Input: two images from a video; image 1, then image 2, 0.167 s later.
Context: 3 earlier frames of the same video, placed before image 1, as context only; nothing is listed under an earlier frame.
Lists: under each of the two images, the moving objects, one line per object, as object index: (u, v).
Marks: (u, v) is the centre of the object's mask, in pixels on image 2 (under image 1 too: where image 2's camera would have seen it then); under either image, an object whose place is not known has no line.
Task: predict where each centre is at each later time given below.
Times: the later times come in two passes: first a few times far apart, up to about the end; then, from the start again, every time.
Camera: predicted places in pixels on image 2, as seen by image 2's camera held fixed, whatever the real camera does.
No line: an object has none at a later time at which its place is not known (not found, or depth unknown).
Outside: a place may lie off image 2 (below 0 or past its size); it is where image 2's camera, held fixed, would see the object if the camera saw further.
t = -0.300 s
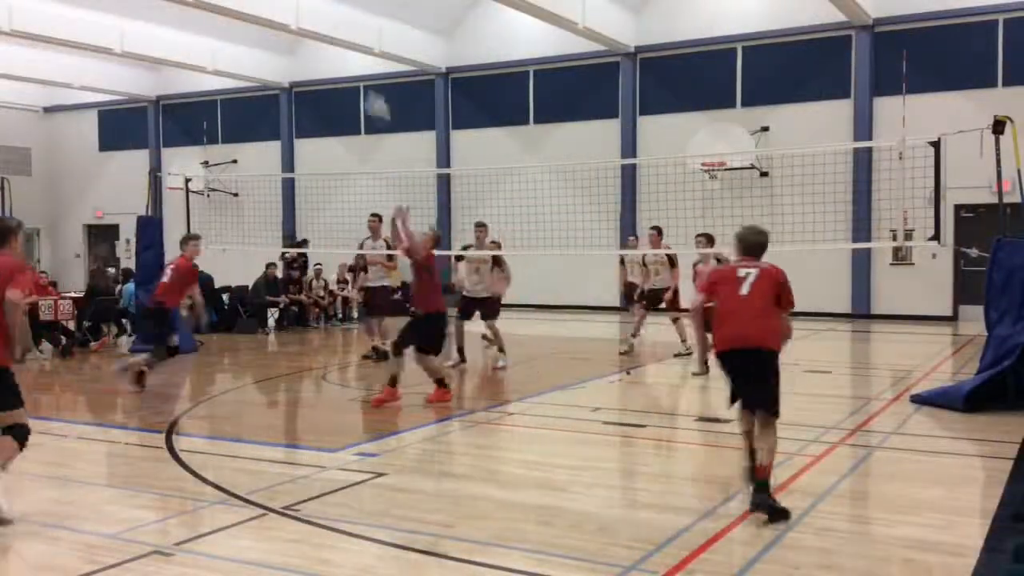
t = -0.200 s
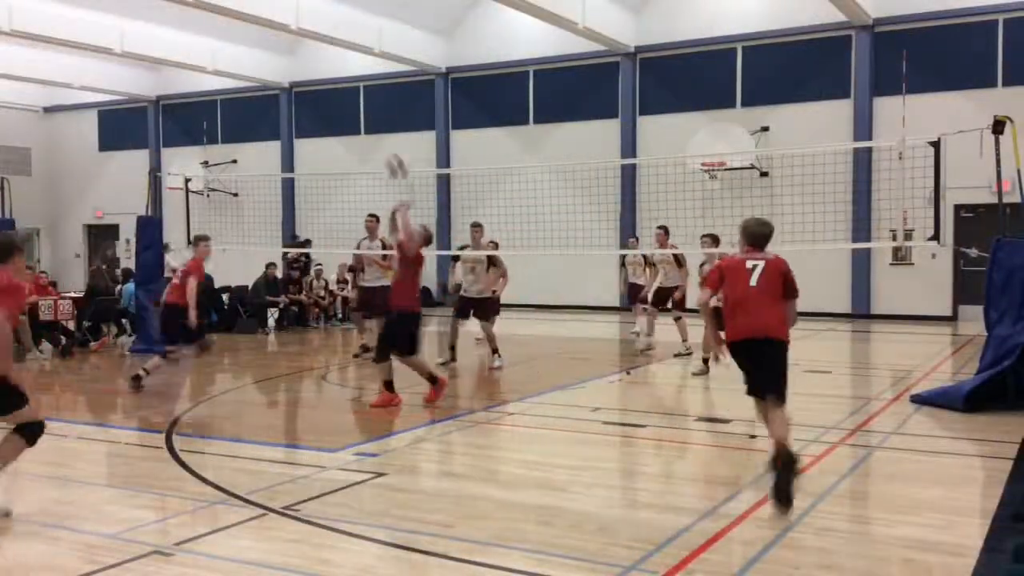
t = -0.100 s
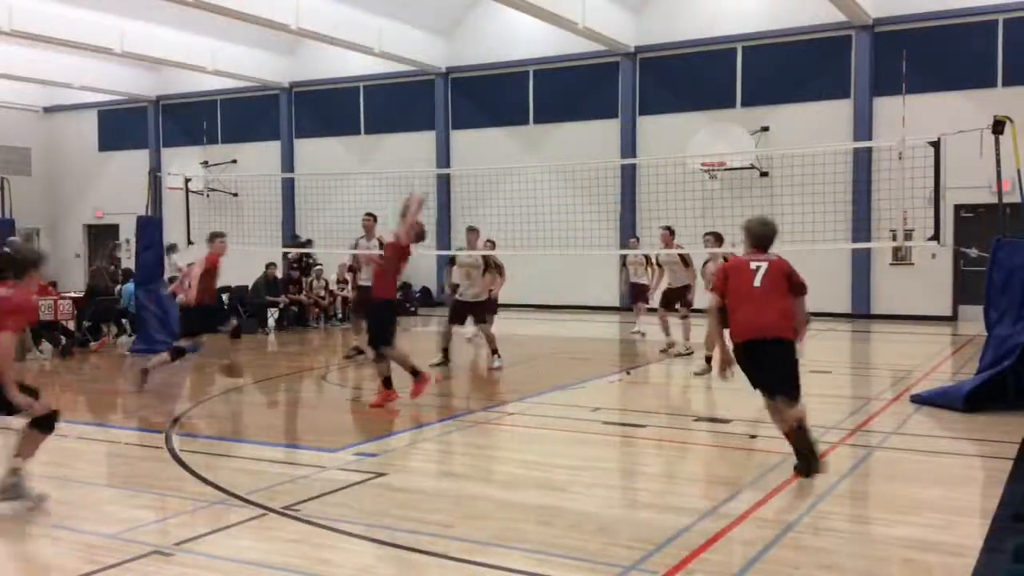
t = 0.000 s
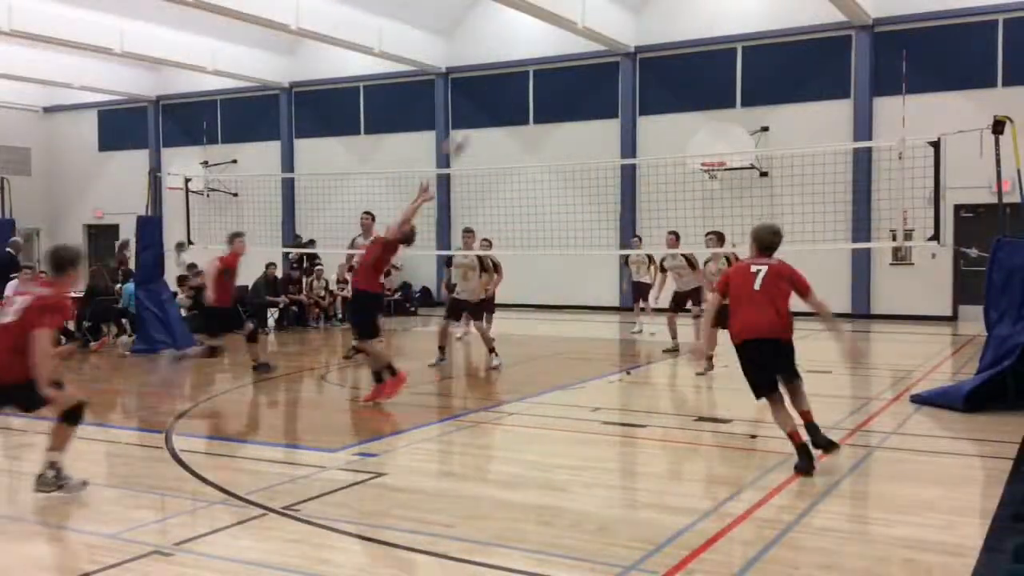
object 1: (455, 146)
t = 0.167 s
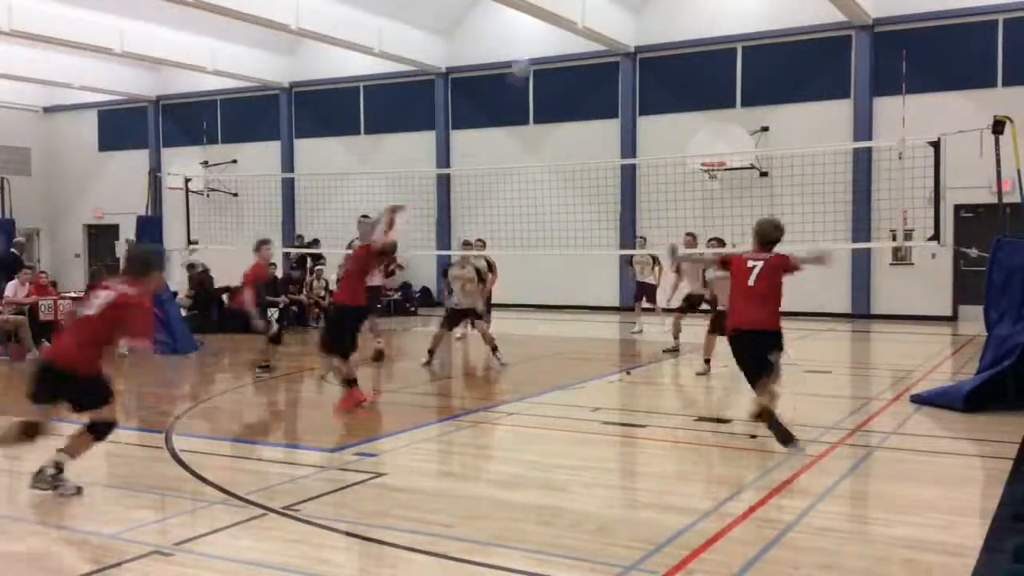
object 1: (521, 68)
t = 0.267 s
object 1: (560, 40)
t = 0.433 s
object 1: (626, 9)
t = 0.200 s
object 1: (536, 56)
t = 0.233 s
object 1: (547, 48)
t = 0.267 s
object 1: (560, 40)
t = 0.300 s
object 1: (574, 34)
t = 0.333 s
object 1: (587, 22)
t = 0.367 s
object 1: (600, 17)
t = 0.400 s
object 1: (613, 13)
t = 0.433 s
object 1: (626, 9)
